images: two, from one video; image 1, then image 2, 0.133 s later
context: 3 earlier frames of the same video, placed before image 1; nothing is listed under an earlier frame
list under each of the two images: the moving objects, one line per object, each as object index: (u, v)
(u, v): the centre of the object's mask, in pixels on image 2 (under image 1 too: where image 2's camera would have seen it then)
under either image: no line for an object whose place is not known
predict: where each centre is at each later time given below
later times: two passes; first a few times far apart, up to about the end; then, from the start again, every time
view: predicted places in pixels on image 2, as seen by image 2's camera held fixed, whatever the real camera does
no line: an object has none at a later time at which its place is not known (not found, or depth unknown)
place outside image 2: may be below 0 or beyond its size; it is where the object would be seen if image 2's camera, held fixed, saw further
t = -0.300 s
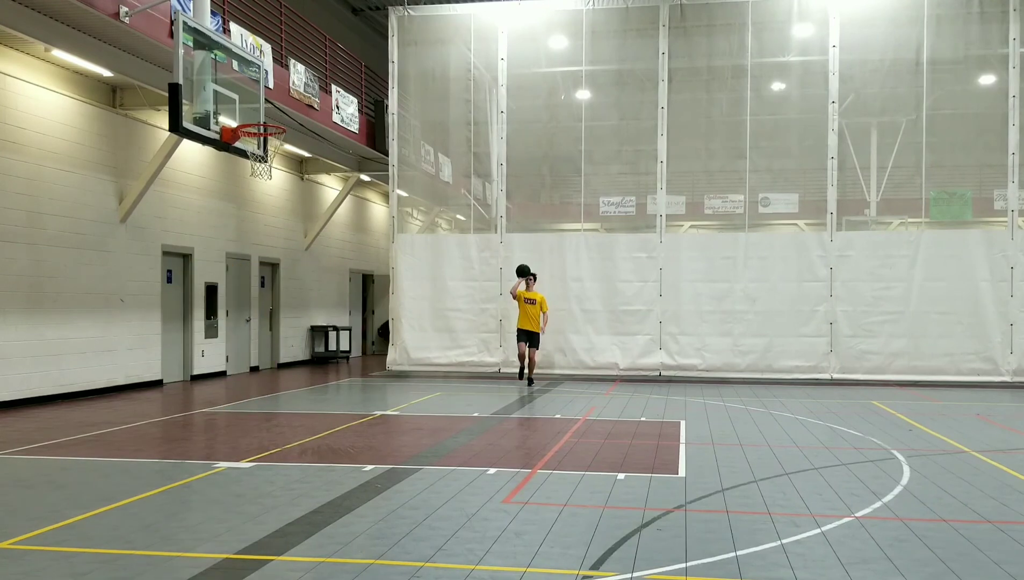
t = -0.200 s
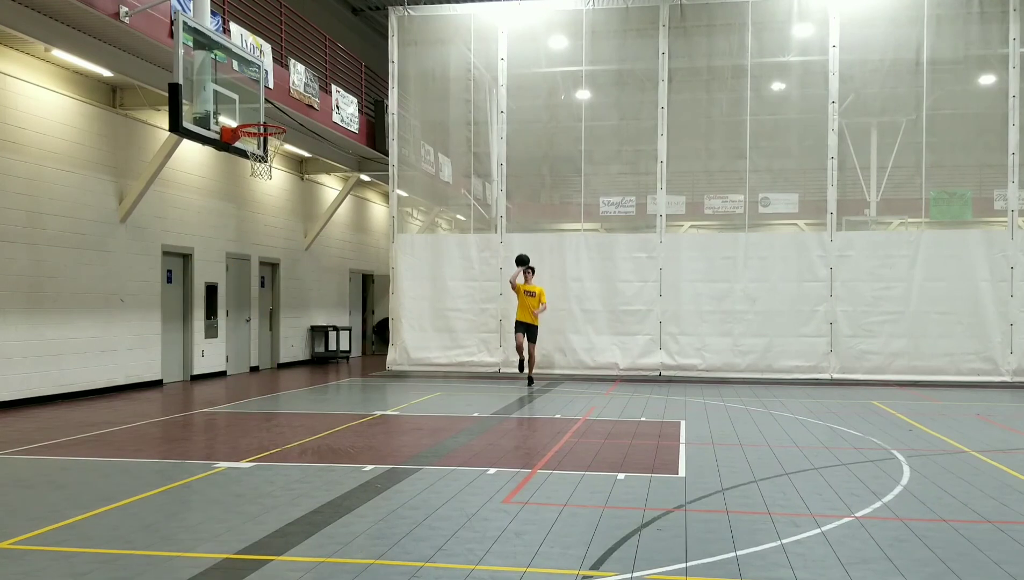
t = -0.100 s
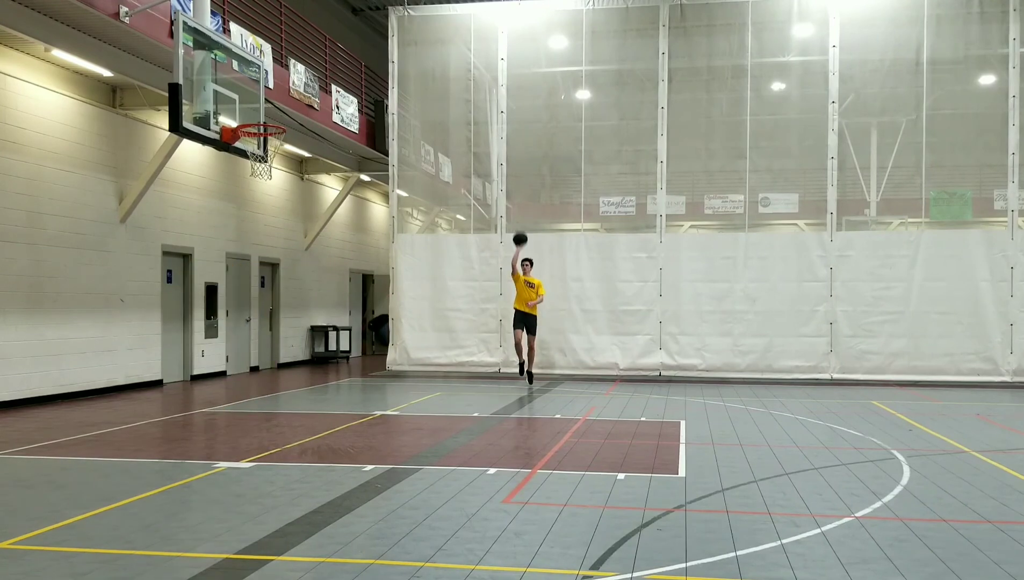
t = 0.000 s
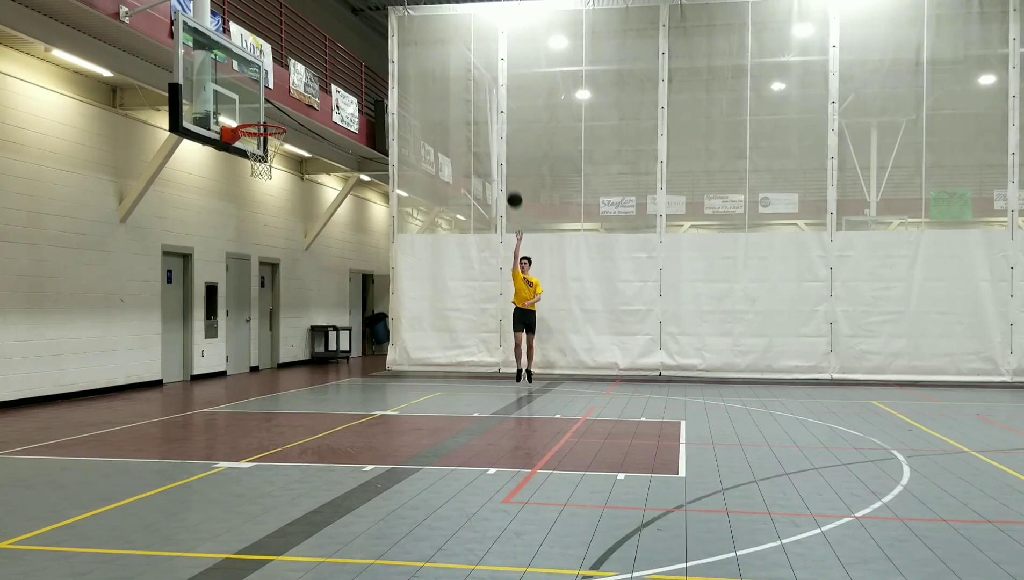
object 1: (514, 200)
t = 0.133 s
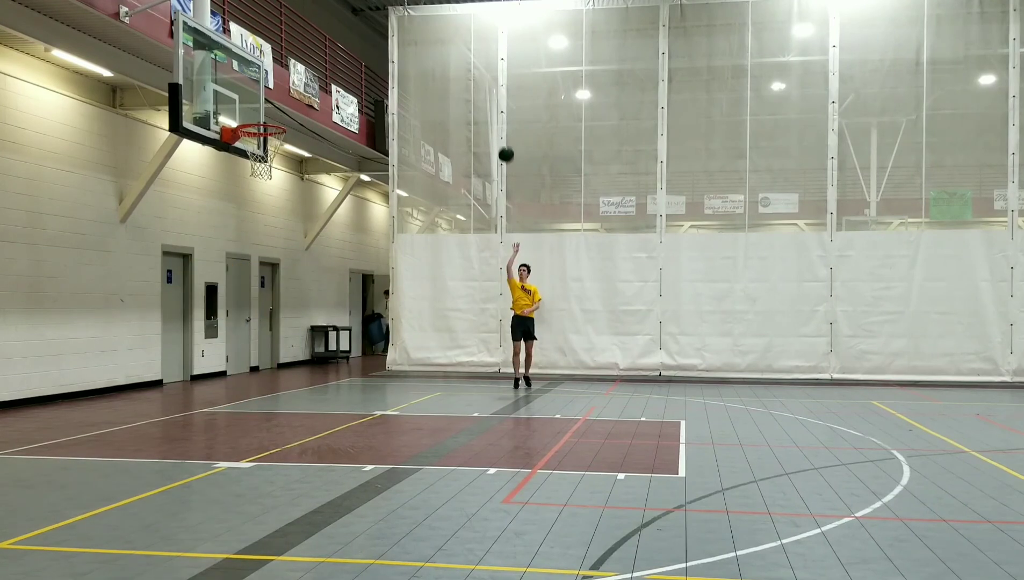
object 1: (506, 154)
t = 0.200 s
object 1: (501, 135)
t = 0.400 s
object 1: (487, 94)
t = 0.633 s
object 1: (469, 79)
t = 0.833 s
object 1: (452, 97)
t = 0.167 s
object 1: (504, 145)
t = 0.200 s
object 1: (501, 135)
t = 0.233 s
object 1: (499, 127)
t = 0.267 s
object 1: (497, 119)
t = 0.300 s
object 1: (494, 112)
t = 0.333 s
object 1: (492, 105)
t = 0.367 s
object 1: (490, 99)
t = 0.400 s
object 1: (487, 94)
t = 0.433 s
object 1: (485, 89)
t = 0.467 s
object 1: (482, 86)
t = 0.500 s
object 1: (479, 83)
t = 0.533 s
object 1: (477, 81)
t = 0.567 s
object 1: (474, 79)
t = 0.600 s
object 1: (472, 79)
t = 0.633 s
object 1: (469, 79)
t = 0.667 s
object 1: (466, 80)
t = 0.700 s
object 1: (464, 81)
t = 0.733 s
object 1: (461, 84)
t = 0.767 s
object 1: (458, 87)
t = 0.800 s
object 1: (455, 91)
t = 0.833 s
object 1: (452, 97)
